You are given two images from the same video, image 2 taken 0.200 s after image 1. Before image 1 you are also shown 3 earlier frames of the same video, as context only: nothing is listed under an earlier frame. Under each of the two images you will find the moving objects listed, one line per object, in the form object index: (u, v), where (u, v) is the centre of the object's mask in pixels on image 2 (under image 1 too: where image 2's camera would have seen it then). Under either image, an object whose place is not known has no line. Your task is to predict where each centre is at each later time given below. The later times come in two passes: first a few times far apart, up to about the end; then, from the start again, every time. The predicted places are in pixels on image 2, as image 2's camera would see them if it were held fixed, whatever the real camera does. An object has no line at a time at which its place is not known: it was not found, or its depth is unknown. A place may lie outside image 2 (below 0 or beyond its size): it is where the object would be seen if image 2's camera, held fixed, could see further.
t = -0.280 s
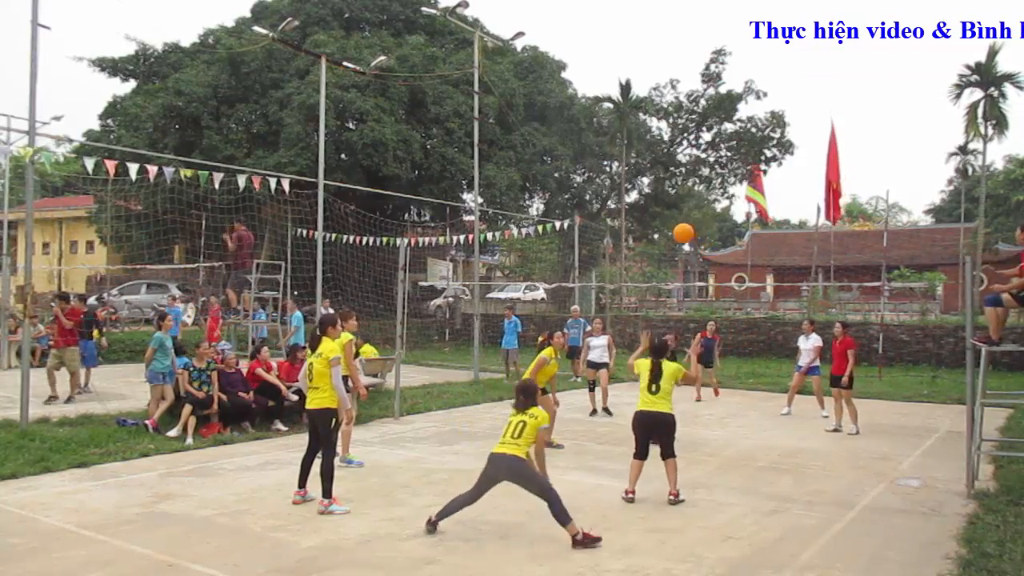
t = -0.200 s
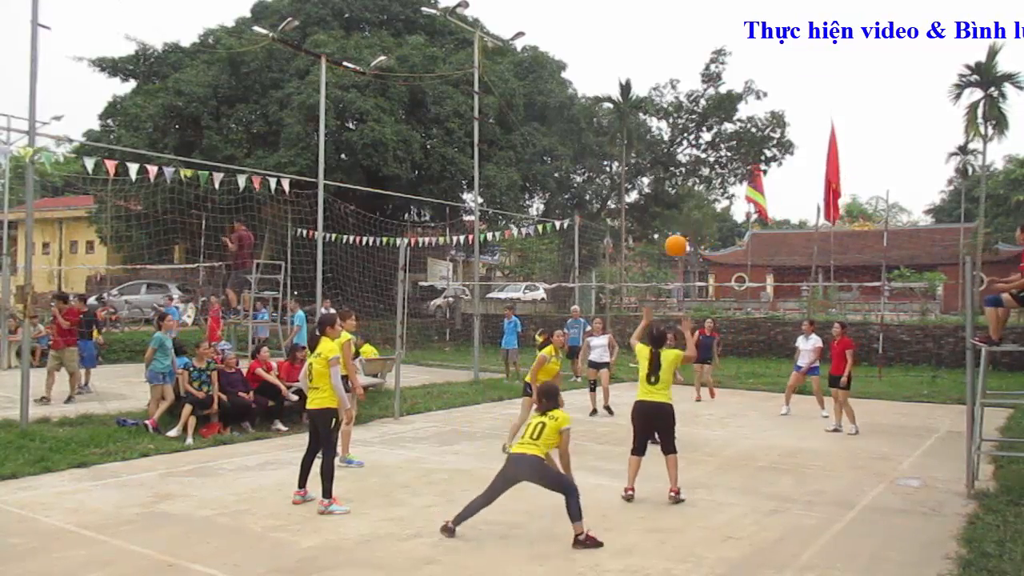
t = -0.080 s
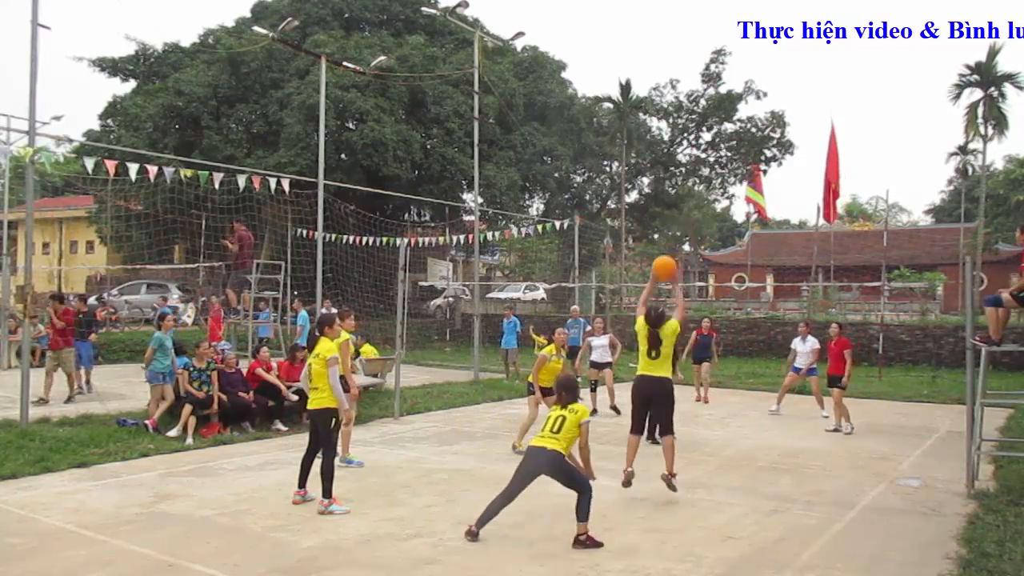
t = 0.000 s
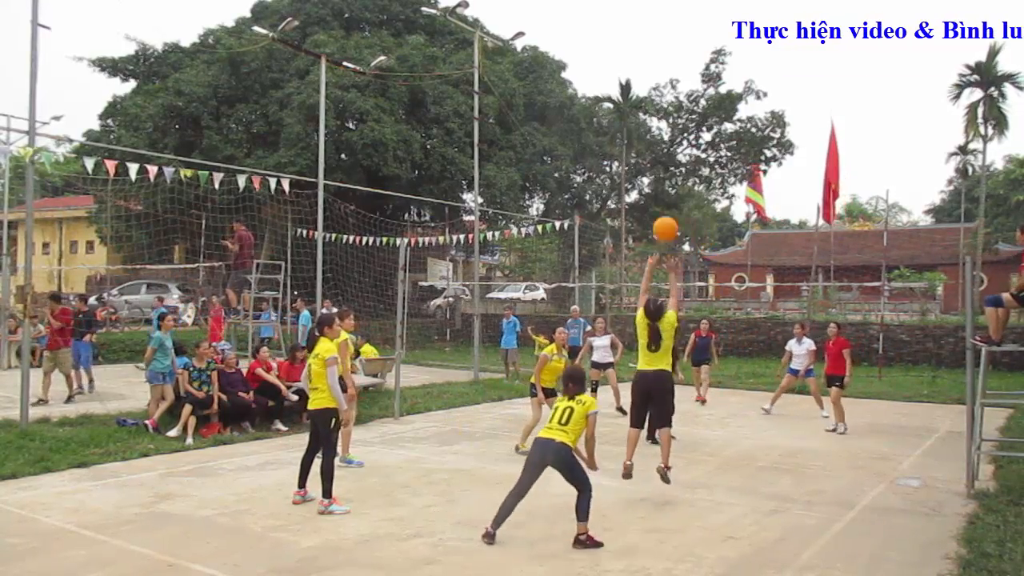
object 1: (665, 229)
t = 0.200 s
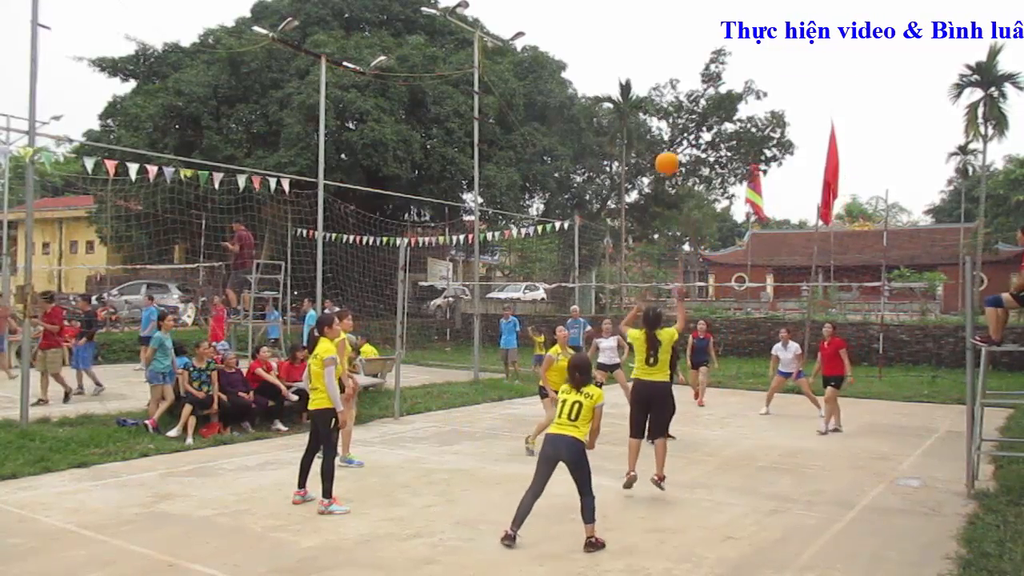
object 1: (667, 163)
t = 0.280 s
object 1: (667, 149)
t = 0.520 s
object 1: (667, 143)
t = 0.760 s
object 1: (666, 189)
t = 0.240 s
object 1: (667, 155)
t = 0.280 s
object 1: (667, 149)
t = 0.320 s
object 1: (667, 145)
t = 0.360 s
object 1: (667, 142)
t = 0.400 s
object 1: (667, 140)
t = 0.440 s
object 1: (667, 140)
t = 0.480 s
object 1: (667, 141)
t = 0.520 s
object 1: (667, 143)
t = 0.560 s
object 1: (667, 148)
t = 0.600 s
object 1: (667, 154)
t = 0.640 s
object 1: (667, 160)
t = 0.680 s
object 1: (667, 168)
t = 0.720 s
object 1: (667, 178)
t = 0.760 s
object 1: (666, 189)
